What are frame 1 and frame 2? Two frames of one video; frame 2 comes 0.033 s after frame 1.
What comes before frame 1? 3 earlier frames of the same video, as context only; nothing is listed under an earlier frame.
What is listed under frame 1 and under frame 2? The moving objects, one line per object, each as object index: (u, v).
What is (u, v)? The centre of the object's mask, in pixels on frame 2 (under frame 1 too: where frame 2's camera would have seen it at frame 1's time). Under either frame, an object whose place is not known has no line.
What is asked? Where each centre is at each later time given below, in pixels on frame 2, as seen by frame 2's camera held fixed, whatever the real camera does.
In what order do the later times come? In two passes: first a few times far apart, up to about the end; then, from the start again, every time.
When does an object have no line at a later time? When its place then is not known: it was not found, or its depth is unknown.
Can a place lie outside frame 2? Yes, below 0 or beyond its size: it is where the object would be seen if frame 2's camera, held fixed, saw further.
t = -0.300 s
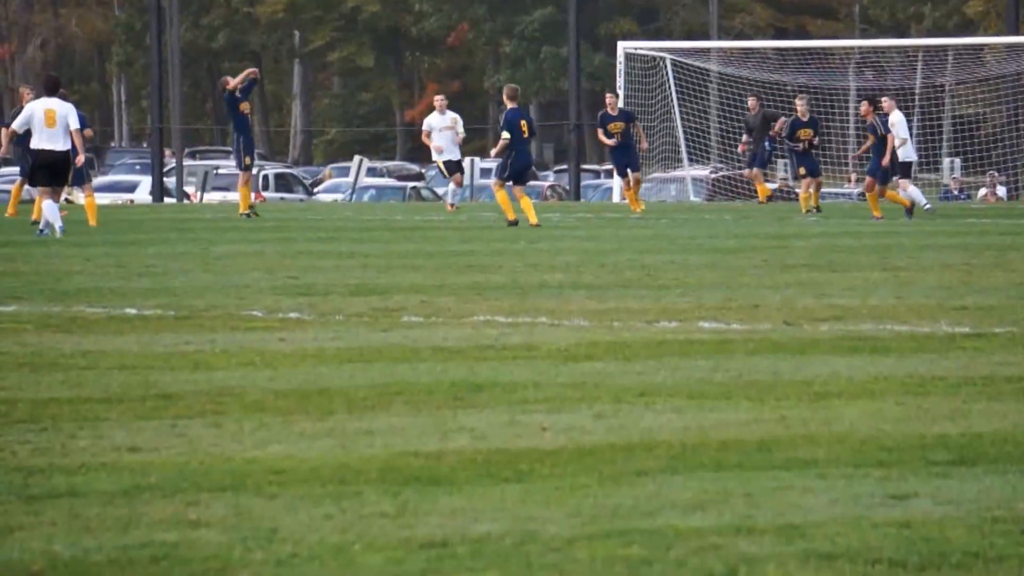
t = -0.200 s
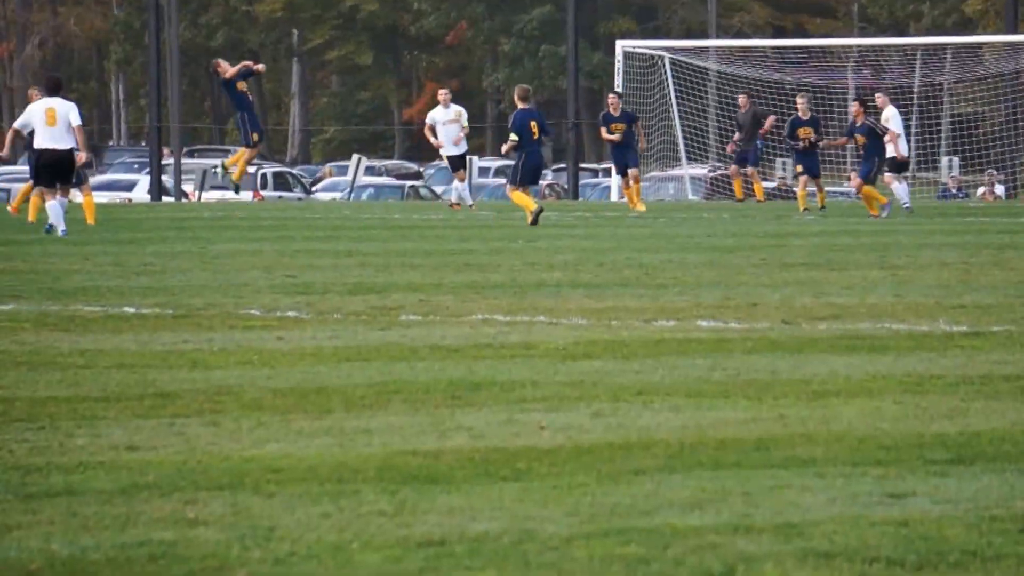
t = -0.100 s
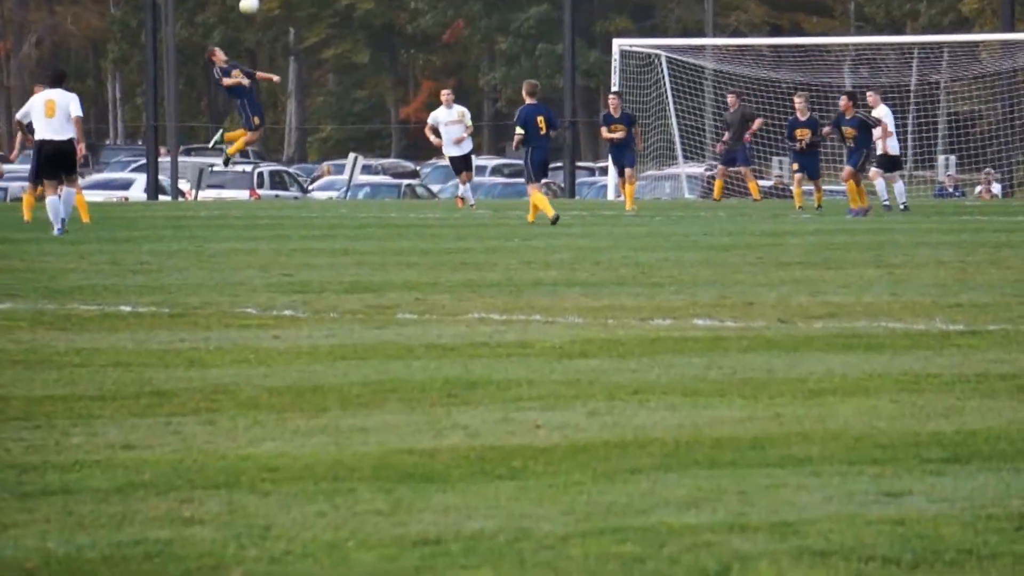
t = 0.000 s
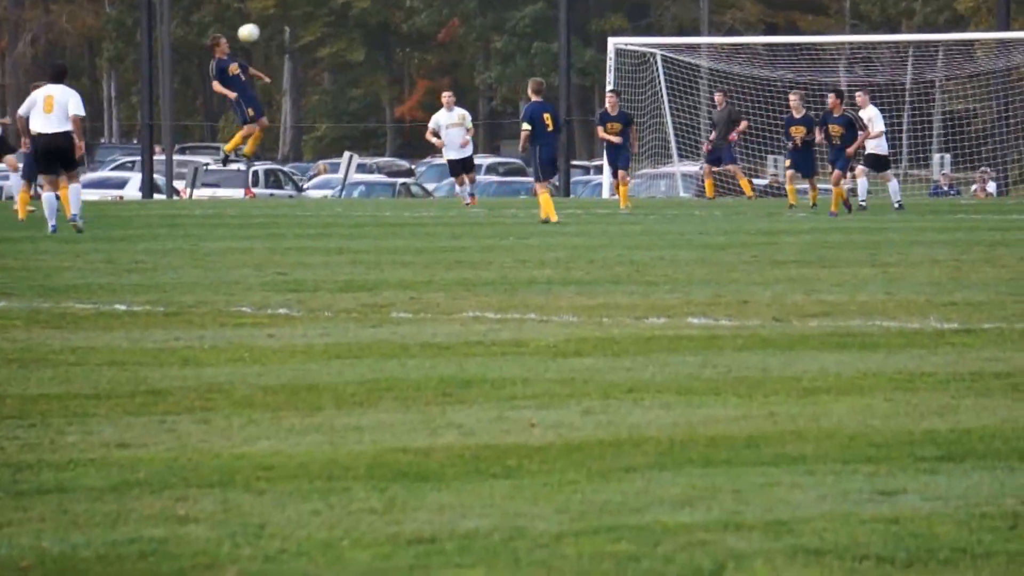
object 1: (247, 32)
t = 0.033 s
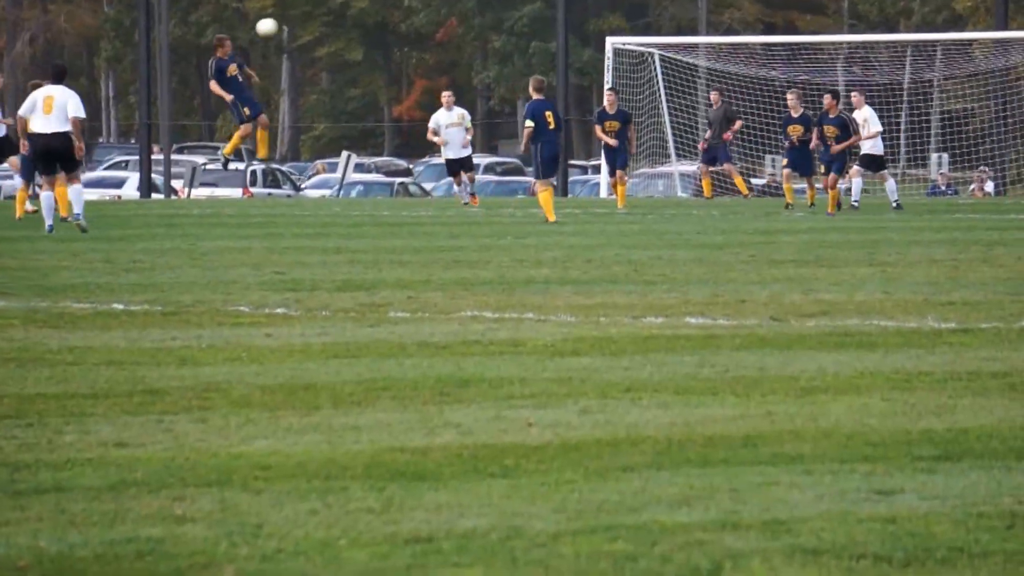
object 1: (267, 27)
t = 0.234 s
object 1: (387, 20)
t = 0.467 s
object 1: (525, 58)
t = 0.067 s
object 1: (287, 24)
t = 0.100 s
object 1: (307, 21)
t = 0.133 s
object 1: (327, 19)
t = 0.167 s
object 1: (347, 18)
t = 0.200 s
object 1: (367, 19)
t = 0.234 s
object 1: (387, 20)
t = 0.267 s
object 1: (407, 22)
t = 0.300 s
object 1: (427, 26)
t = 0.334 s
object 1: (446, 30)
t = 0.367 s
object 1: (466, 35)
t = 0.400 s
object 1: (486, 41)
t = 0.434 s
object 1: (505, 49)
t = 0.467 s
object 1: (525, 58)
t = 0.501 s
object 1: (544, 67)
